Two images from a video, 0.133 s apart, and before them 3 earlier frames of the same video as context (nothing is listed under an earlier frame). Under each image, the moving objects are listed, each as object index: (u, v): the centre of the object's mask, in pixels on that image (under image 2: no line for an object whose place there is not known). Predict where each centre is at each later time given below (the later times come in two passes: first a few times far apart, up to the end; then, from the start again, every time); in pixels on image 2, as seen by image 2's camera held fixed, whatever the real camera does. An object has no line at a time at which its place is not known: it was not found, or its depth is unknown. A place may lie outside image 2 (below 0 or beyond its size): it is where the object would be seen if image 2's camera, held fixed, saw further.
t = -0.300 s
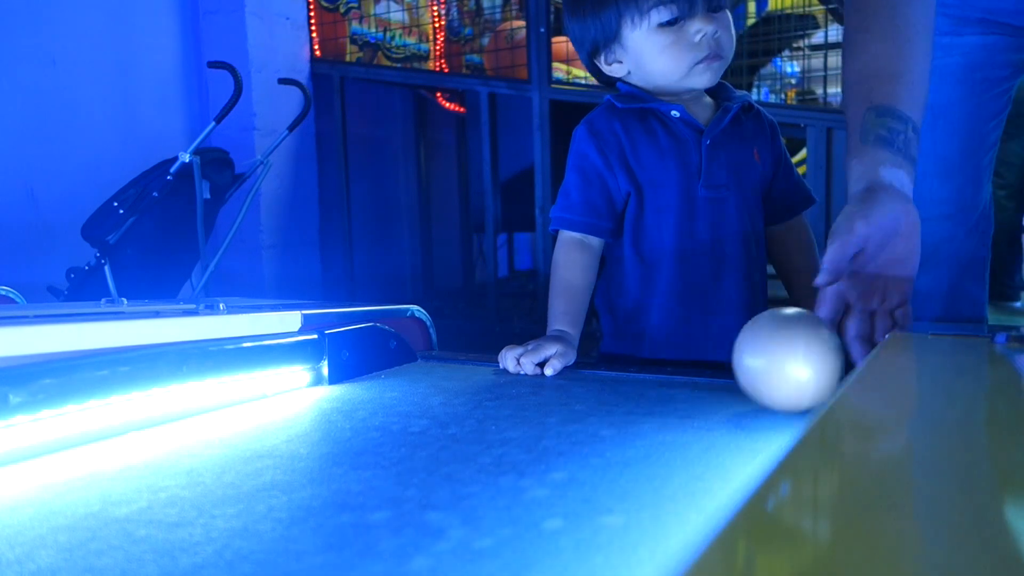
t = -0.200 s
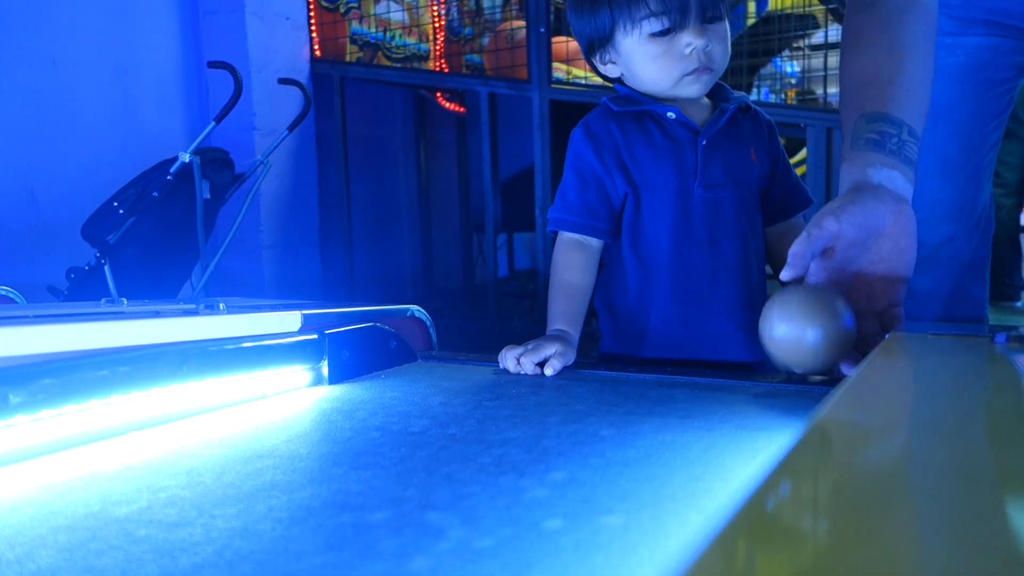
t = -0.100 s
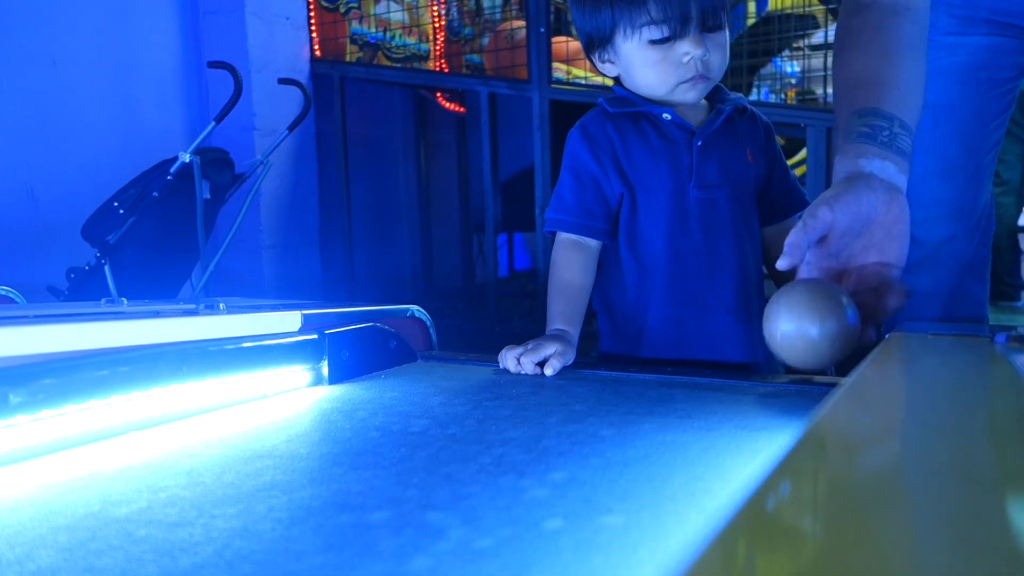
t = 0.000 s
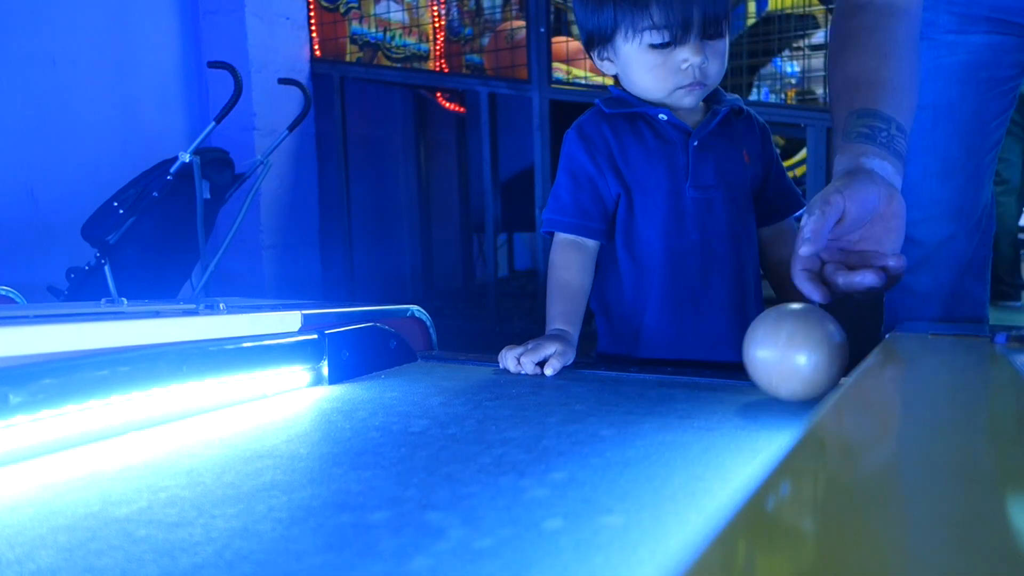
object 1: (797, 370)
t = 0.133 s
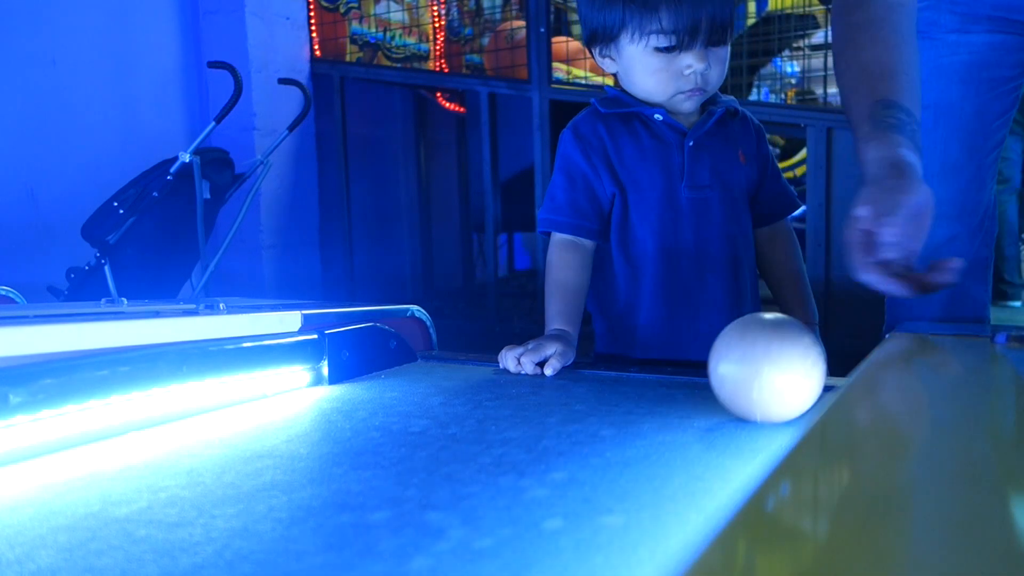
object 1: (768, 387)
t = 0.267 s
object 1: (736, 401)
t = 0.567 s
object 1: (650, 434)
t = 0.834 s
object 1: (565, 482)
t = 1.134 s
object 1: (483, 505)
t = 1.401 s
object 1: (444, 514)
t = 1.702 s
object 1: (464, 510)
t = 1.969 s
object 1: (510, 499)
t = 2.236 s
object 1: (569, 480)
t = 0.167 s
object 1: (760, 392)
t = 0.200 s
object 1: (752, 395)
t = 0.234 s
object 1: (744, 397)
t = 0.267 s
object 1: (736, 401)
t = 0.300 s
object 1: (727, 404)
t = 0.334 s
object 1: (718, 409)
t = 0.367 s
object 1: (709, 412)
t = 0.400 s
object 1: (699, 417)
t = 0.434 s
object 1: (689, 419)
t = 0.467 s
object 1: (680, 423)
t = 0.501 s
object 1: (670, 423)
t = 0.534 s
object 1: (660, 429)
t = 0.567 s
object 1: (650, 434)
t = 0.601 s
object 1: (640, 440)
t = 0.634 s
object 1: (629, 446)
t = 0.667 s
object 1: (618, 452)
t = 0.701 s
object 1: (607, 459)
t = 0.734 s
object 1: (596, 466)
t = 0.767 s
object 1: (586, 472)
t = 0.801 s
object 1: (575, 477)
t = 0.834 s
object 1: (565, 482)
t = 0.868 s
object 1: (555, 485)
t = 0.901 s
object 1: (545, 488)
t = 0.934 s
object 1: (535, 491)
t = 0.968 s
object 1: (526, 494)
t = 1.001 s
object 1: (516, 496)
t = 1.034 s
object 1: (507, 499)
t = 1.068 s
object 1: (499, 501)
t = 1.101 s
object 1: (491, 503)
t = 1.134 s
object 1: (483, 505)
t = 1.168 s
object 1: (476, 507)
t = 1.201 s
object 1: (469, 508)
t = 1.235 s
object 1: (462, 510)
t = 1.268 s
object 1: (457, 511)
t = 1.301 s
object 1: (453, 512)
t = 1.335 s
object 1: (449, 513)
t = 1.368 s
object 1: (446, 513)
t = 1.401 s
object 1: (444, 514)
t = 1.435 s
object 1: (443, 514)
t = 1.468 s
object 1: (443, 514)
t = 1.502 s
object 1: (444, 514)
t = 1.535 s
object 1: (446, 514)
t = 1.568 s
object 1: (448, 513)
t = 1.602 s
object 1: (451, 513)
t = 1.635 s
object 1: (455, 512)
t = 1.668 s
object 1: (459, 511)
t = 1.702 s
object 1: (464, 510)
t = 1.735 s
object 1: (468, 509)
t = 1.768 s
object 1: (473, 508)
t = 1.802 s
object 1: (479, 507)
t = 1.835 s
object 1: (485, 506)
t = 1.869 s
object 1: (490, 504)
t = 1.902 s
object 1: (497, 503)
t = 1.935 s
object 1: (503, 501)
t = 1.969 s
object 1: (510, 499)
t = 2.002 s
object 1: (516, 497)
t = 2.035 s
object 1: (523, 495)
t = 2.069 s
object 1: (531, 493)
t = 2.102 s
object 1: (538, 491)
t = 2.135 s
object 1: (546, 489)
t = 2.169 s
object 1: (553, 486)
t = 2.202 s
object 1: (561, 484)
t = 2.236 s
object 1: (569, 480)
